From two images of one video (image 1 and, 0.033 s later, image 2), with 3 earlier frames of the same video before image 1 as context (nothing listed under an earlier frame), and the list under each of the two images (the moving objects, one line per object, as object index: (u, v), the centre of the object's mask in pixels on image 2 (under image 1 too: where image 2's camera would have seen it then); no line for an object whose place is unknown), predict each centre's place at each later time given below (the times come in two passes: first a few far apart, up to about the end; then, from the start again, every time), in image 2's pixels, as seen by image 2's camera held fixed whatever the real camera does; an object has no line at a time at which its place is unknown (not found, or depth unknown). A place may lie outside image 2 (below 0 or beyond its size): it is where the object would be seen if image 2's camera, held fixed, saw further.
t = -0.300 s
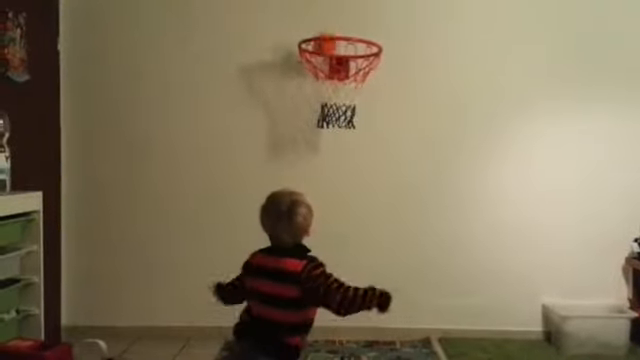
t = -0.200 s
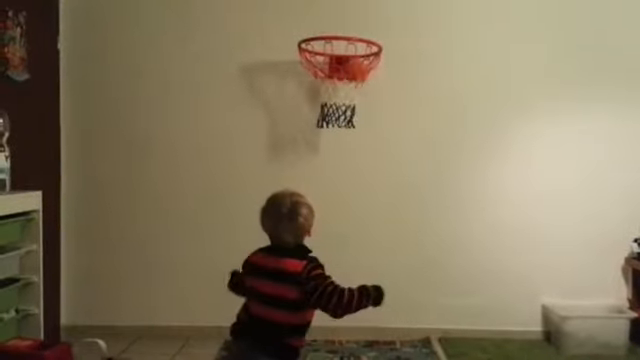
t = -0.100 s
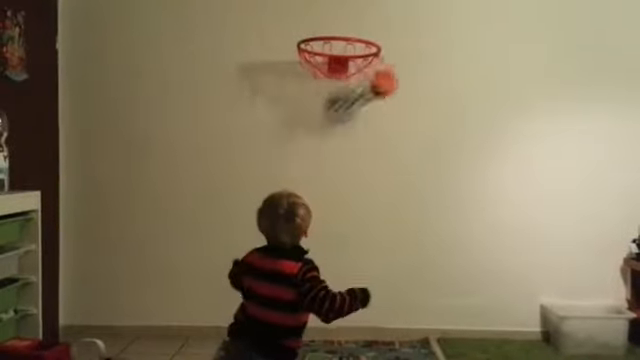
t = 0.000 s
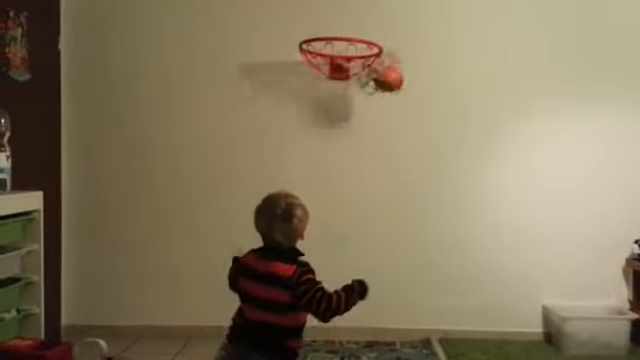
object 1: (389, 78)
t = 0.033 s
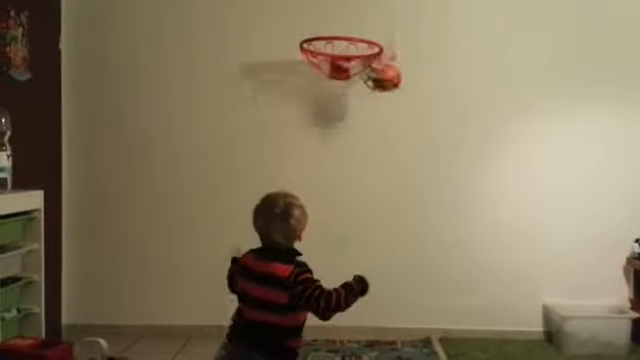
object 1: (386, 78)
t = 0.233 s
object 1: (354, 115)
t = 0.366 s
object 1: (328, 184)
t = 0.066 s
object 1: (381, 76)
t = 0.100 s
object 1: (378, 82)
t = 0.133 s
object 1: (372, 88)
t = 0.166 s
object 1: (366, 95)
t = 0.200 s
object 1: (360, 104)
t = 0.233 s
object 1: (354, 115)
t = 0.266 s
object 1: (348, 130)
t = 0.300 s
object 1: (341, 147)
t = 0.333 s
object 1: (335, 165)
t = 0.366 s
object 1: (328, 184)
